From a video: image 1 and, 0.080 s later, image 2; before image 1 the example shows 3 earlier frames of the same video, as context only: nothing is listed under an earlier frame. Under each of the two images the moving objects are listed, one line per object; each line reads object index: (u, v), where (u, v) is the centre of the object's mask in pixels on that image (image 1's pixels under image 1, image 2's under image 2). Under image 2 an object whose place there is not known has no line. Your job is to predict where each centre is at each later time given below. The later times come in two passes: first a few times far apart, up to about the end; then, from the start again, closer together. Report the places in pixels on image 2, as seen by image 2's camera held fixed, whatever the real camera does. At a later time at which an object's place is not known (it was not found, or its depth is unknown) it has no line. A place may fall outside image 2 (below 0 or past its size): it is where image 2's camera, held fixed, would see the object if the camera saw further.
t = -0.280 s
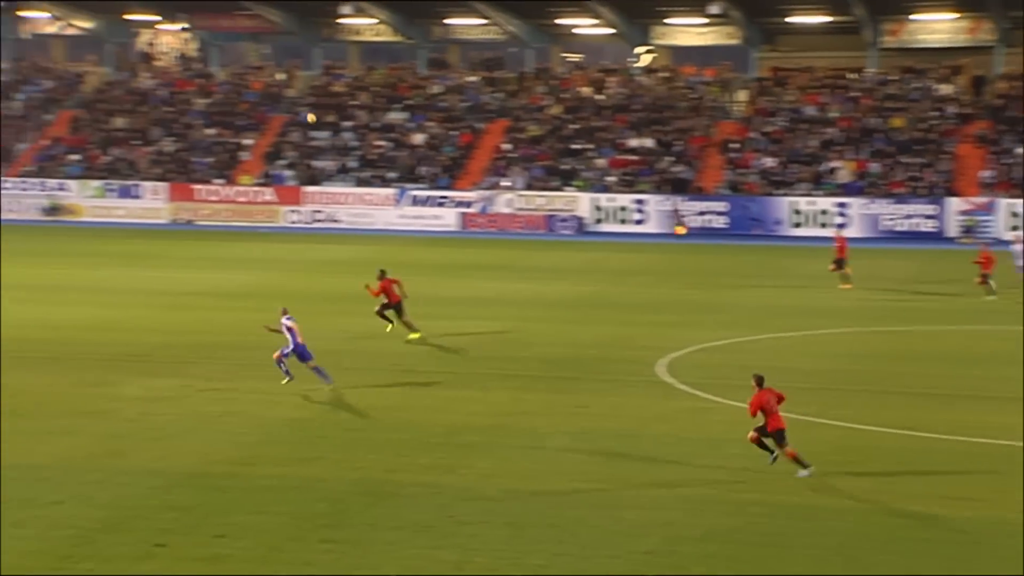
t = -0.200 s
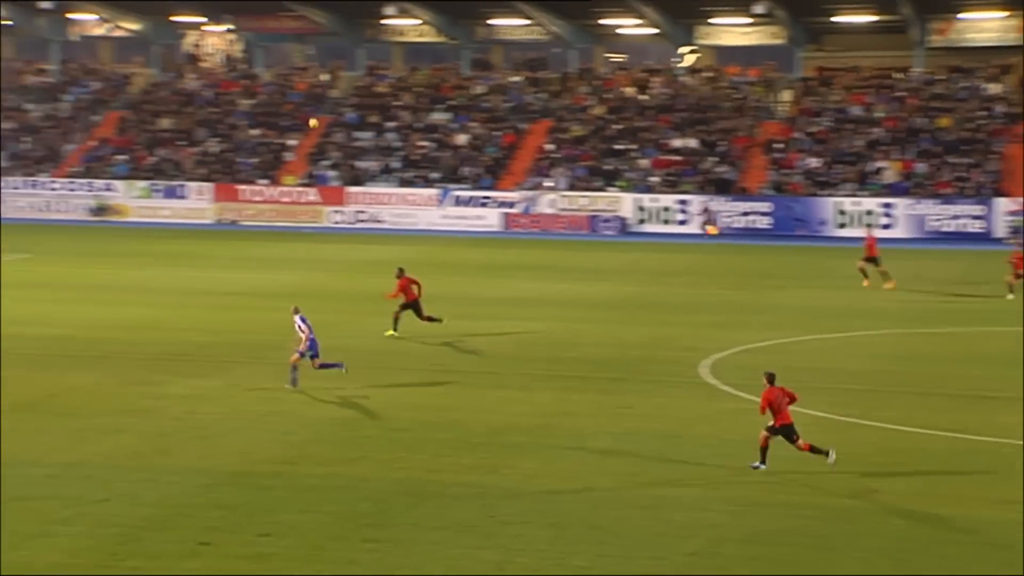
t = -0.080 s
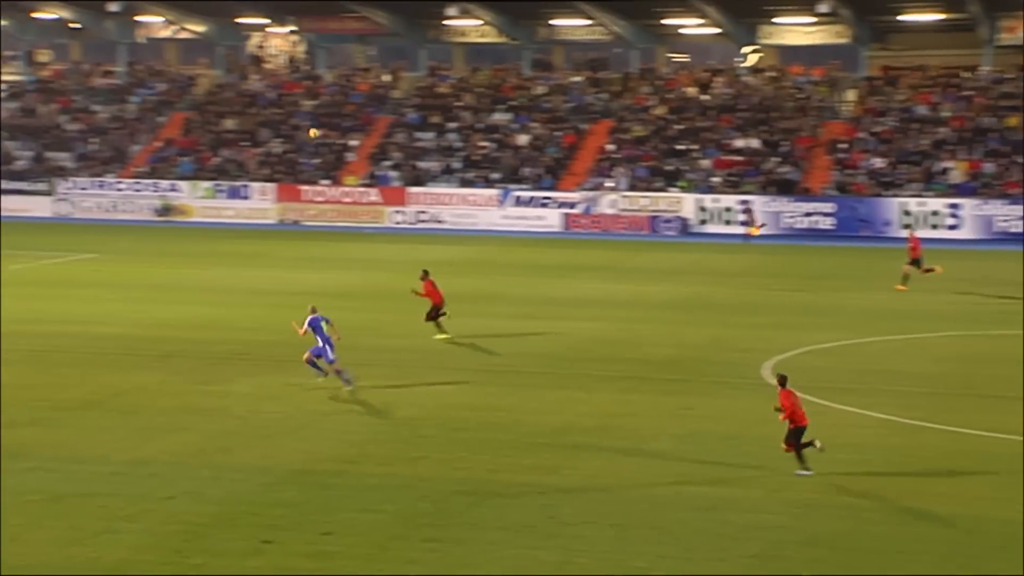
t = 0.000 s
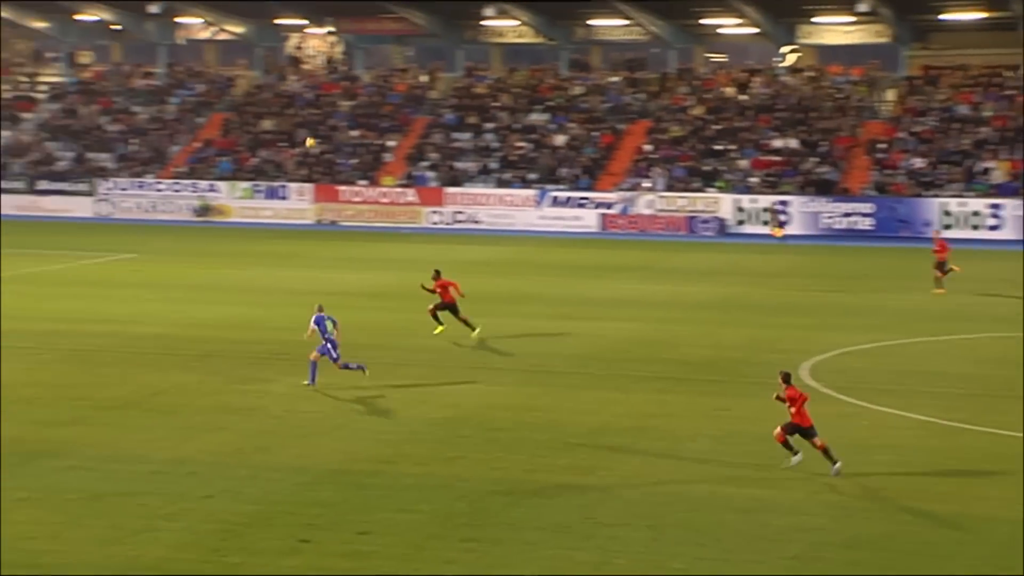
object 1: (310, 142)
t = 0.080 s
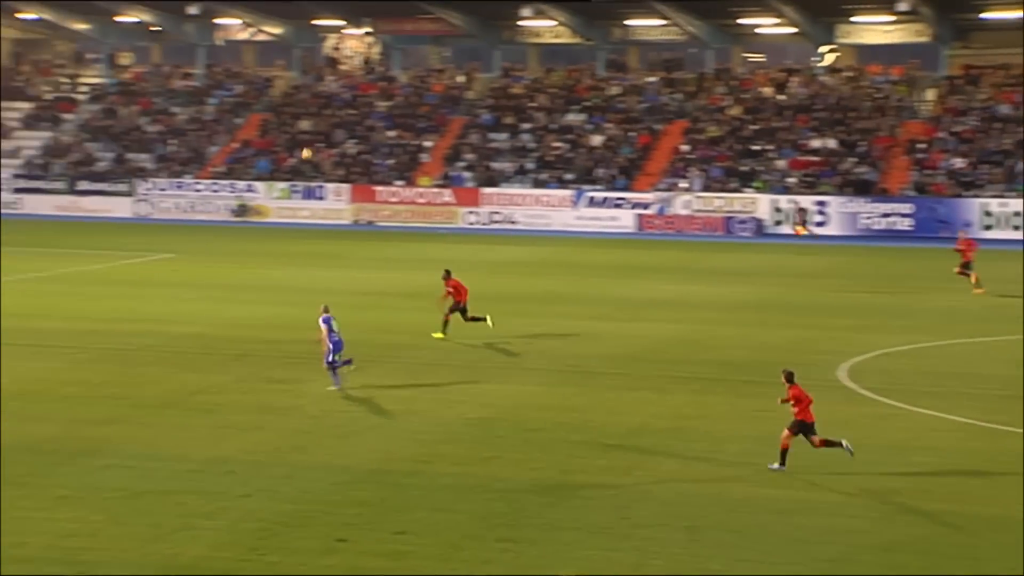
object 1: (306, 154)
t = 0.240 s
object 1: (225, 181)
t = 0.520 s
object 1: (78, 253)
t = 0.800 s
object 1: (-75, 347)
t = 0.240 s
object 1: (225, 181)
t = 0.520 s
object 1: (78, 253)
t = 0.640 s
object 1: (12, 293)
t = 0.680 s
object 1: (-9, 308)
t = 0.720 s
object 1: (-32, 324)
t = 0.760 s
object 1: (-55, 340)
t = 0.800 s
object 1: (-75, 347)
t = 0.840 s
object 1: (-92, 338)
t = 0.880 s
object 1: (-110, 329)
